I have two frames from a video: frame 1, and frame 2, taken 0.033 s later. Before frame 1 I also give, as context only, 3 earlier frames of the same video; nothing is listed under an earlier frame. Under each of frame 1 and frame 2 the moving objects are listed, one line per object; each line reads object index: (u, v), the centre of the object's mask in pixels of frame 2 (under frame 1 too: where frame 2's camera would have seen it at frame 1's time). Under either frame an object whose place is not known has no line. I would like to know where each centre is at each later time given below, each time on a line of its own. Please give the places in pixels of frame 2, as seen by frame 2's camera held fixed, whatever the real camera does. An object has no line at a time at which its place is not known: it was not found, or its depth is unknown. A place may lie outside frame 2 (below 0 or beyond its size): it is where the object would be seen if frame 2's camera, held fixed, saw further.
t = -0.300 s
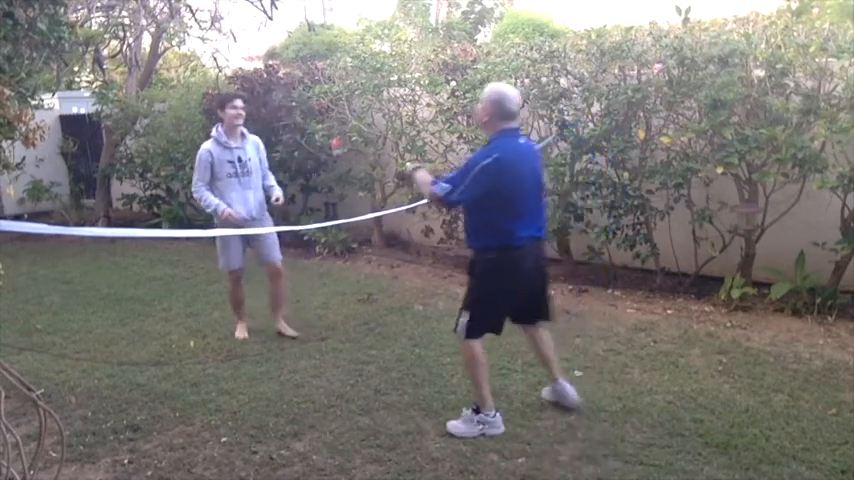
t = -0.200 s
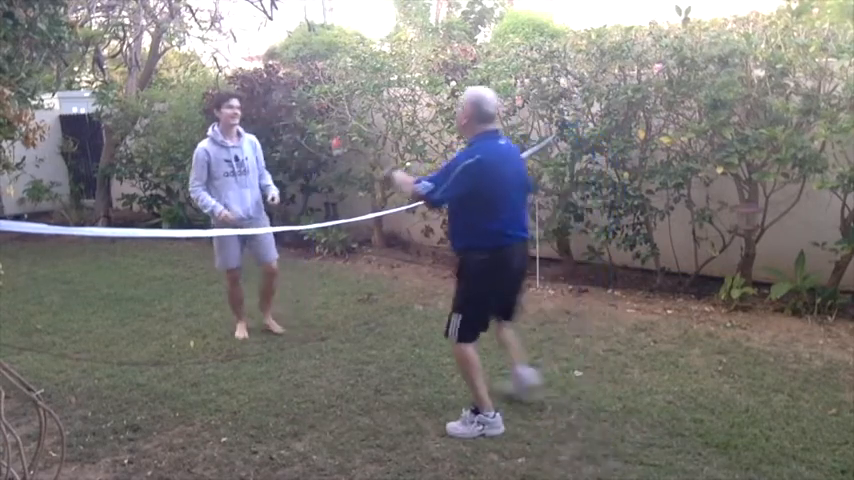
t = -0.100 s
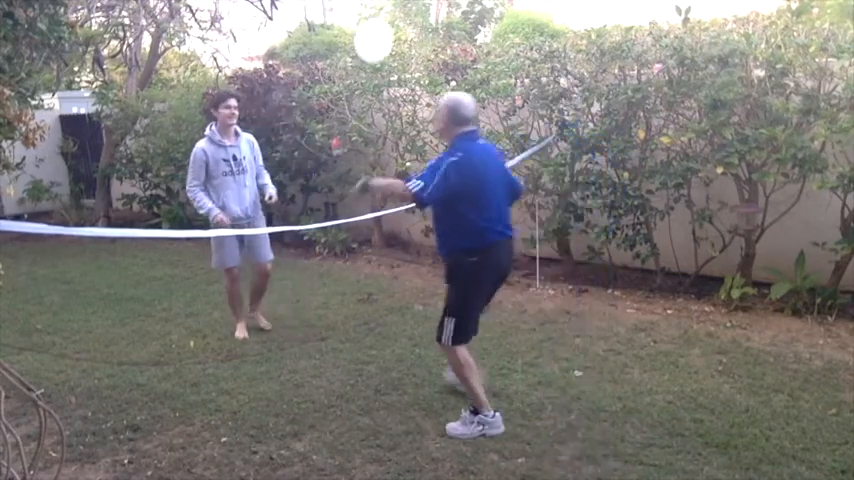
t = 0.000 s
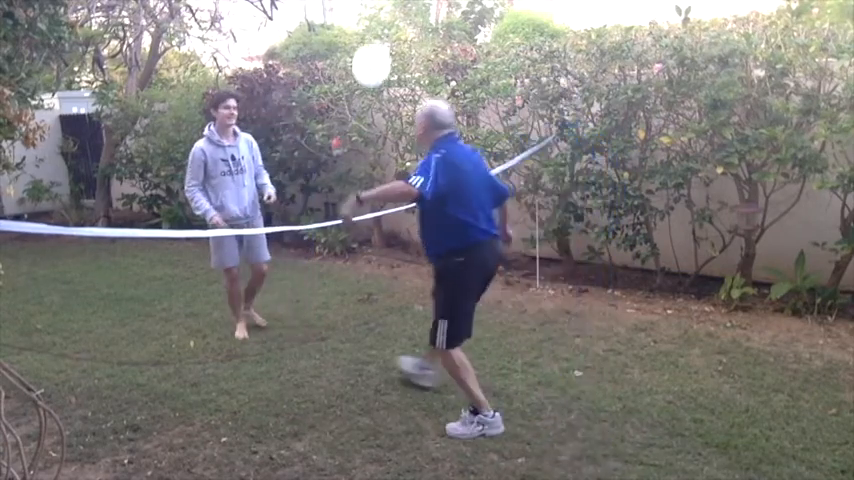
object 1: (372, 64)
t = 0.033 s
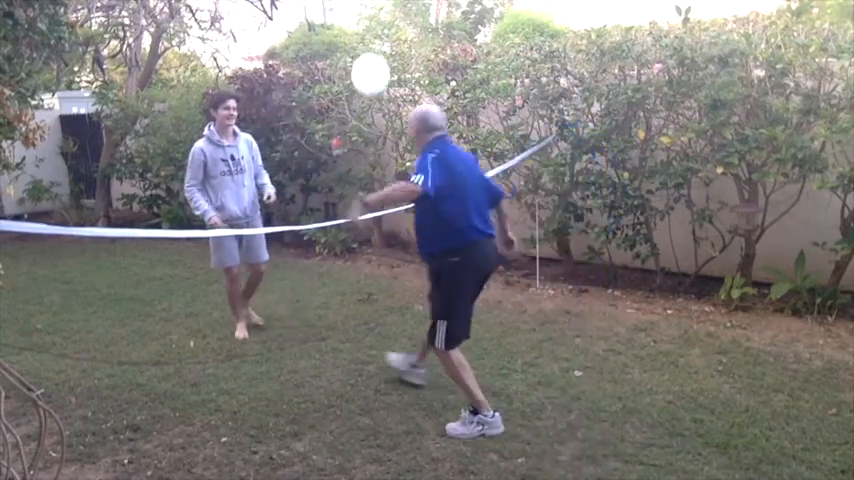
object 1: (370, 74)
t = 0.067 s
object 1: (370, 83)
